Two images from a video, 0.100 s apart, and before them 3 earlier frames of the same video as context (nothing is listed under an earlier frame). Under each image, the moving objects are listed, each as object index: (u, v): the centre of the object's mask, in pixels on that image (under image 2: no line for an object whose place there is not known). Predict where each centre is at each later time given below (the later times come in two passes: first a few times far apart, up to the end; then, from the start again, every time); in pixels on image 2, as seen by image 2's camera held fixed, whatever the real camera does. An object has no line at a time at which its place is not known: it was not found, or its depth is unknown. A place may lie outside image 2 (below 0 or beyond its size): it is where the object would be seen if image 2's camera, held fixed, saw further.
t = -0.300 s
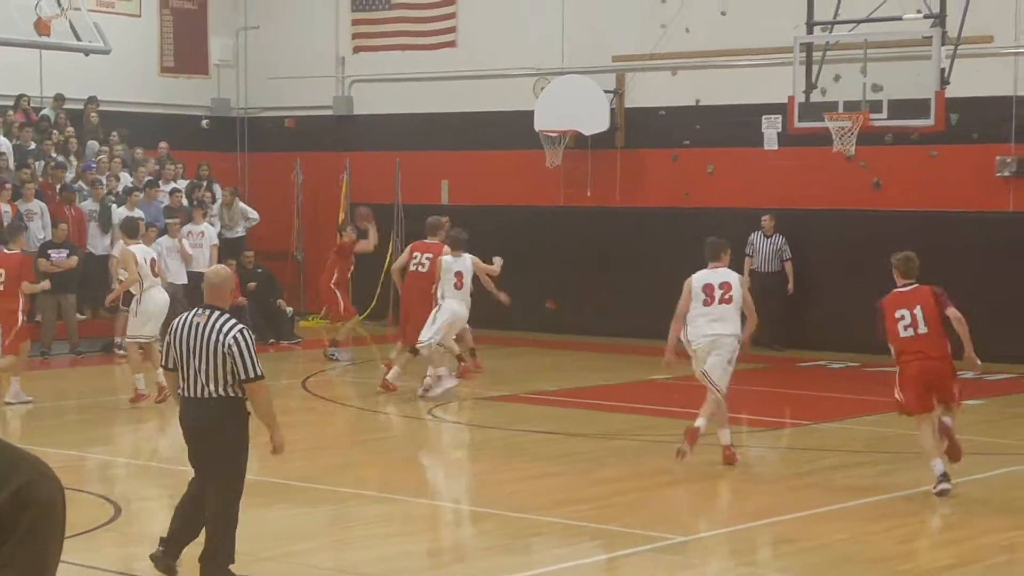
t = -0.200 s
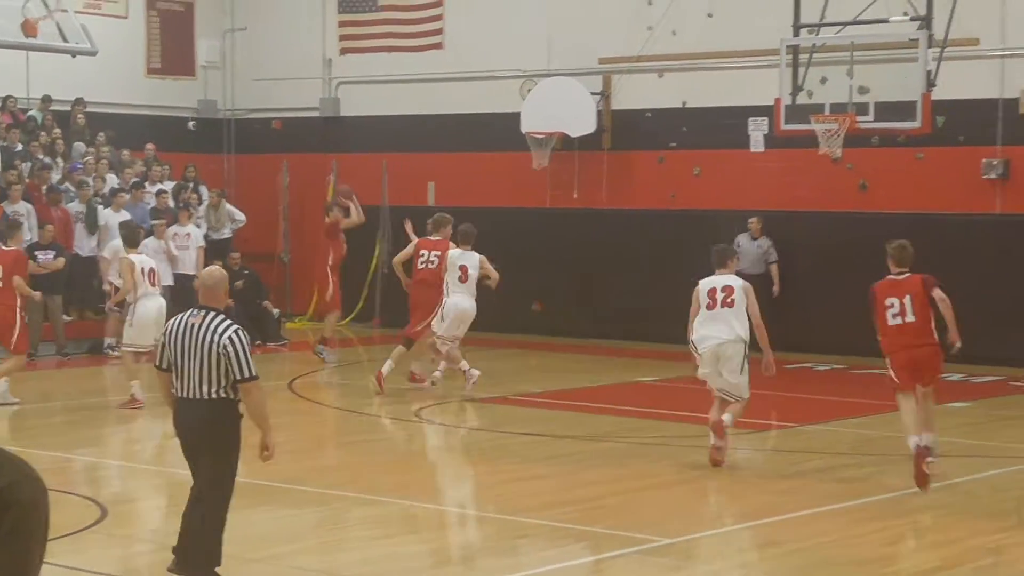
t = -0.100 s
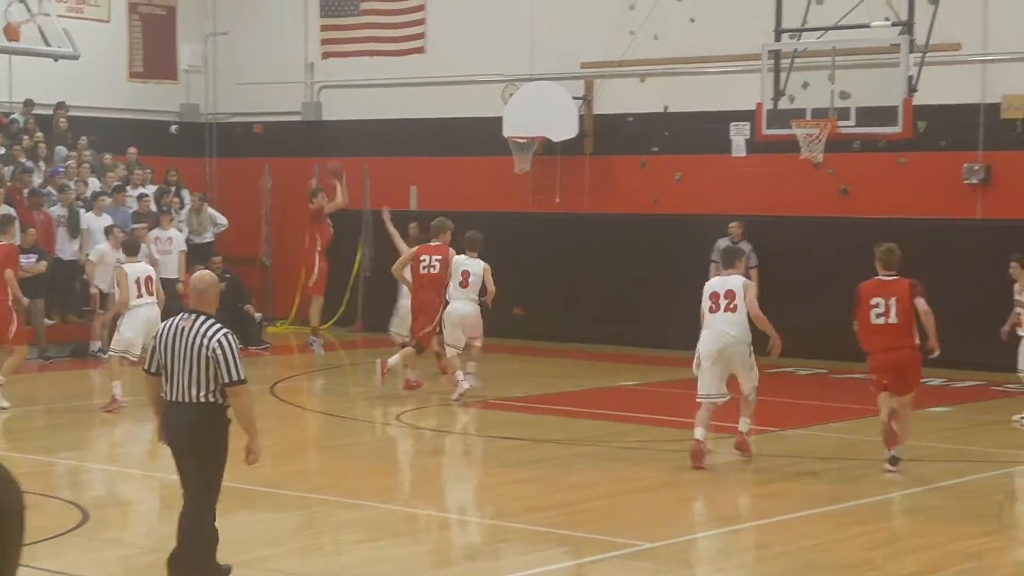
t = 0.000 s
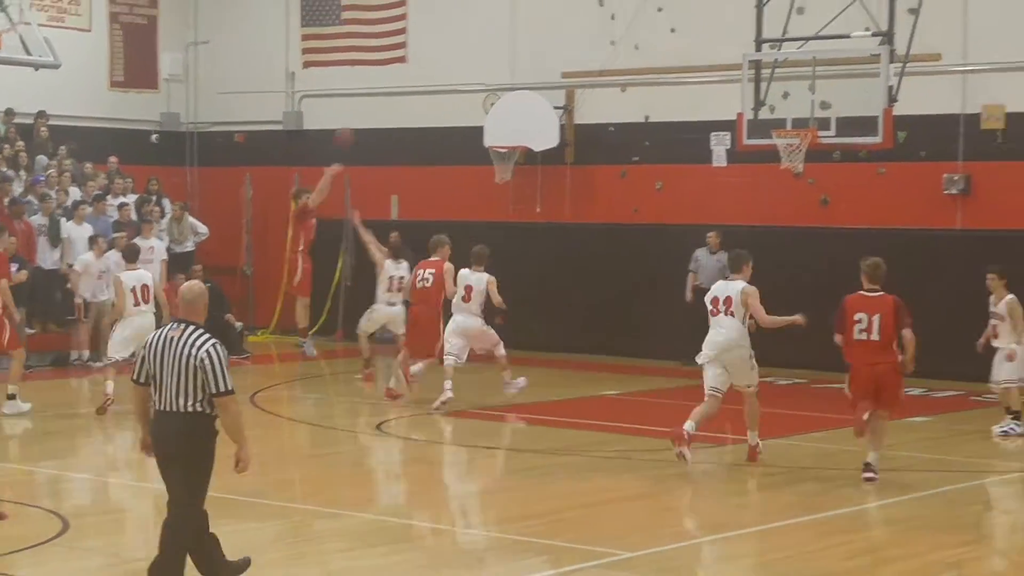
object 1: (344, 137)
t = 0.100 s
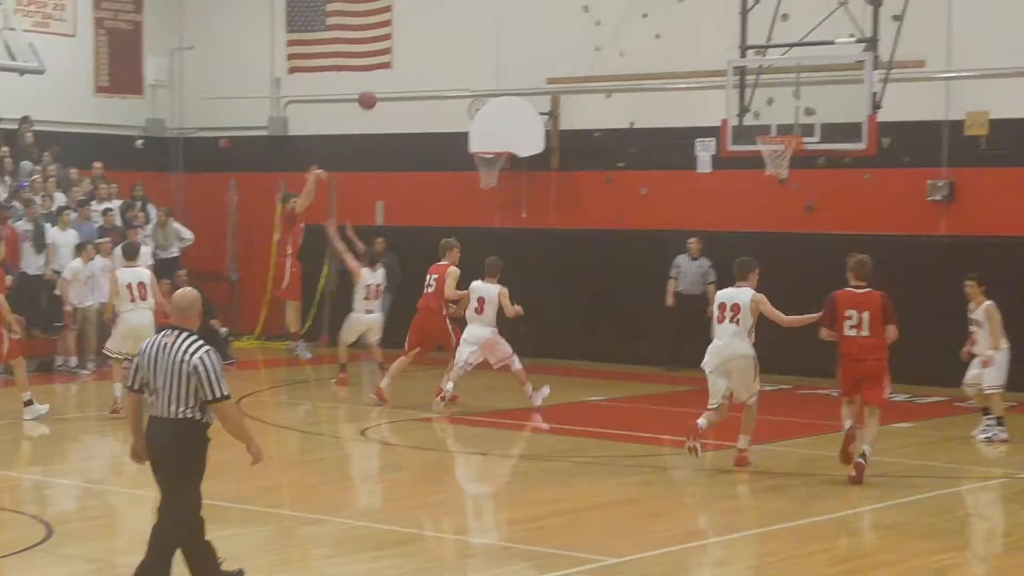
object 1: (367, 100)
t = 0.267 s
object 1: (431, 47)
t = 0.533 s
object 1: (535, 2)
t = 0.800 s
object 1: (644, 14)
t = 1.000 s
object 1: (729, 64)
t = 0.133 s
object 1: (380, 88)
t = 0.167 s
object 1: (393, 76)
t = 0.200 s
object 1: (405, 66)
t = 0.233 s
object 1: (418, 56)
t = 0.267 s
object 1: (431, 47)
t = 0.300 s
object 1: (444, 38)
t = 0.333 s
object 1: (457, 30)
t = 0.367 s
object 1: (470, 24)
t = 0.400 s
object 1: (483, 18)
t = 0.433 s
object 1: (496, 12)
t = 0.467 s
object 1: (509, 8)
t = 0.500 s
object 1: (522, 4)
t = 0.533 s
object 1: (535, 2)
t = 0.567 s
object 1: (549, 0)
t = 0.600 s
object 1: (562, 0)
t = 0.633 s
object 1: (575, 0)
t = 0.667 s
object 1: (589, 1)
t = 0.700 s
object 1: (603, 3)
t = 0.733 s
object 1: (617, 6)
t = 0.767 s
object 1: (631, 9)
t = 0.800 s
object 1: (644, 14)
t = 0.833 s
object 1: (658, 20)
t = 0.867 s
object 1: (672, 27)
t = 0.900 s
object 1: (686, 35)
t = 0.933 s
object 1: (700, 44)
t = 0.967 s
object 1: (714, 53)
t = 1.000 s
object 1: (729, 64)
